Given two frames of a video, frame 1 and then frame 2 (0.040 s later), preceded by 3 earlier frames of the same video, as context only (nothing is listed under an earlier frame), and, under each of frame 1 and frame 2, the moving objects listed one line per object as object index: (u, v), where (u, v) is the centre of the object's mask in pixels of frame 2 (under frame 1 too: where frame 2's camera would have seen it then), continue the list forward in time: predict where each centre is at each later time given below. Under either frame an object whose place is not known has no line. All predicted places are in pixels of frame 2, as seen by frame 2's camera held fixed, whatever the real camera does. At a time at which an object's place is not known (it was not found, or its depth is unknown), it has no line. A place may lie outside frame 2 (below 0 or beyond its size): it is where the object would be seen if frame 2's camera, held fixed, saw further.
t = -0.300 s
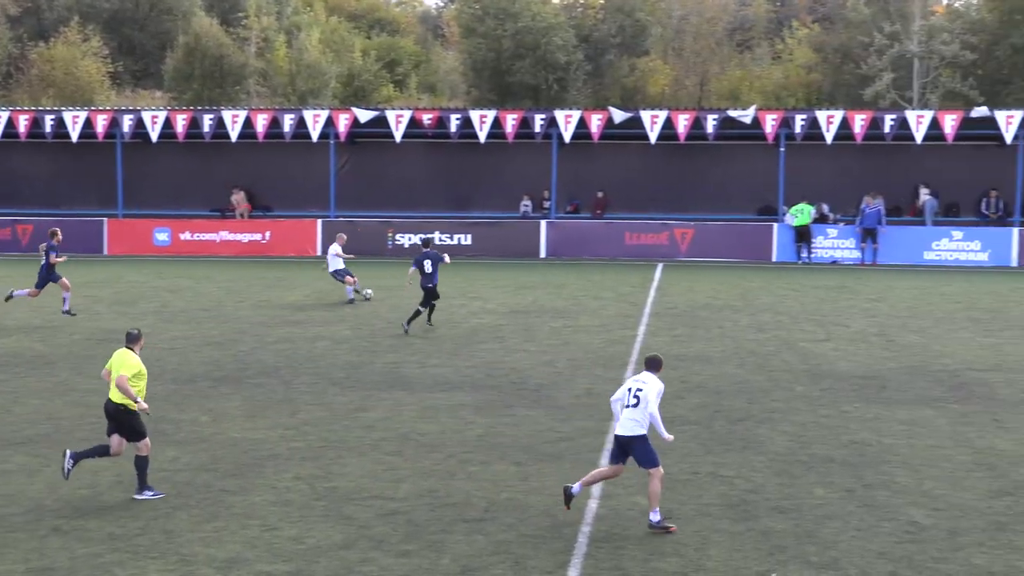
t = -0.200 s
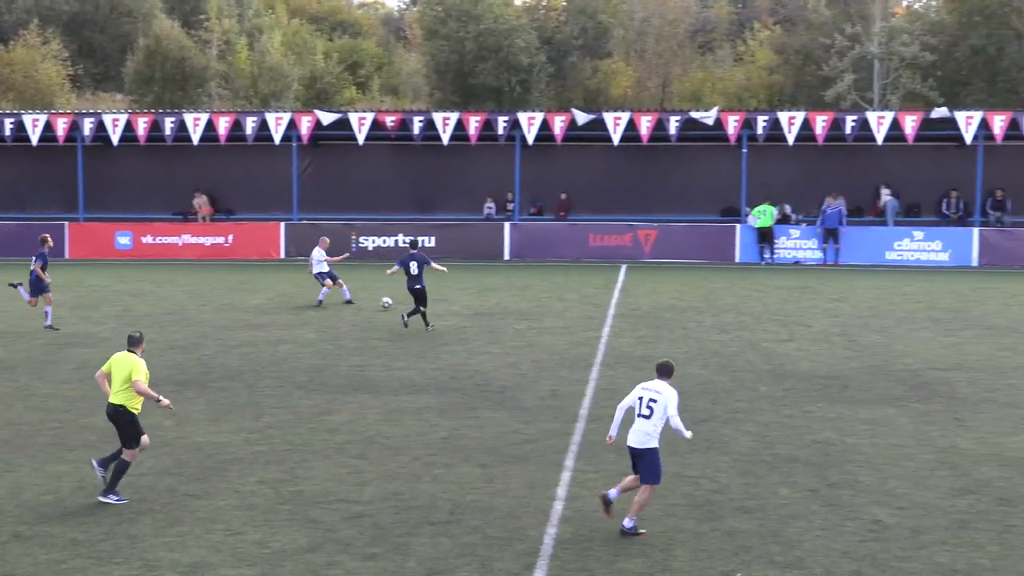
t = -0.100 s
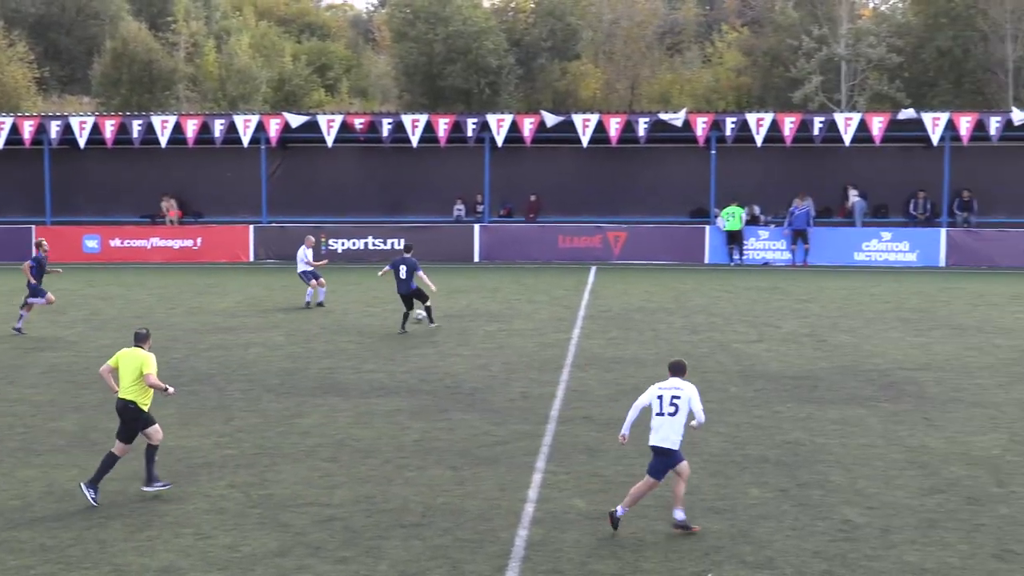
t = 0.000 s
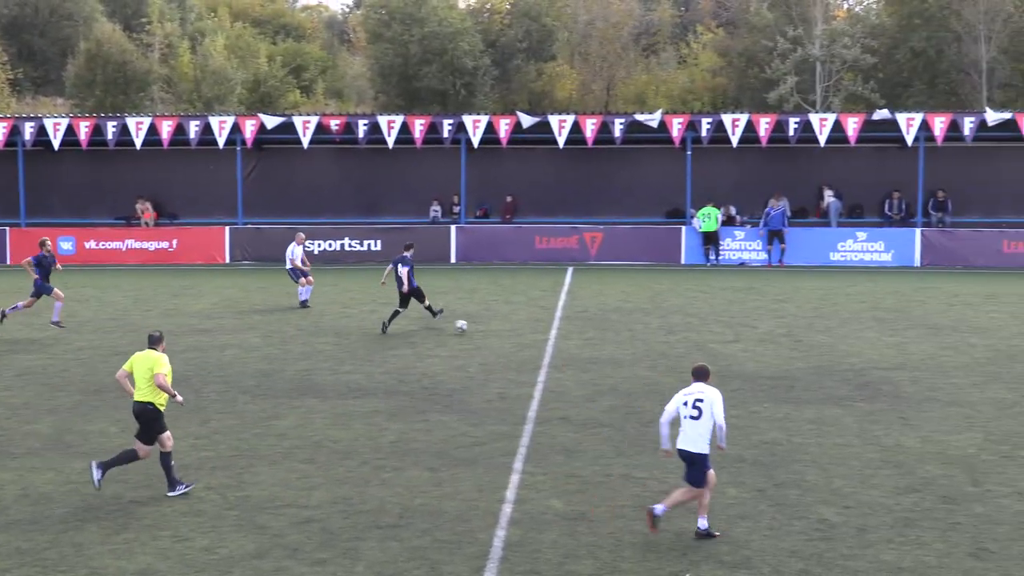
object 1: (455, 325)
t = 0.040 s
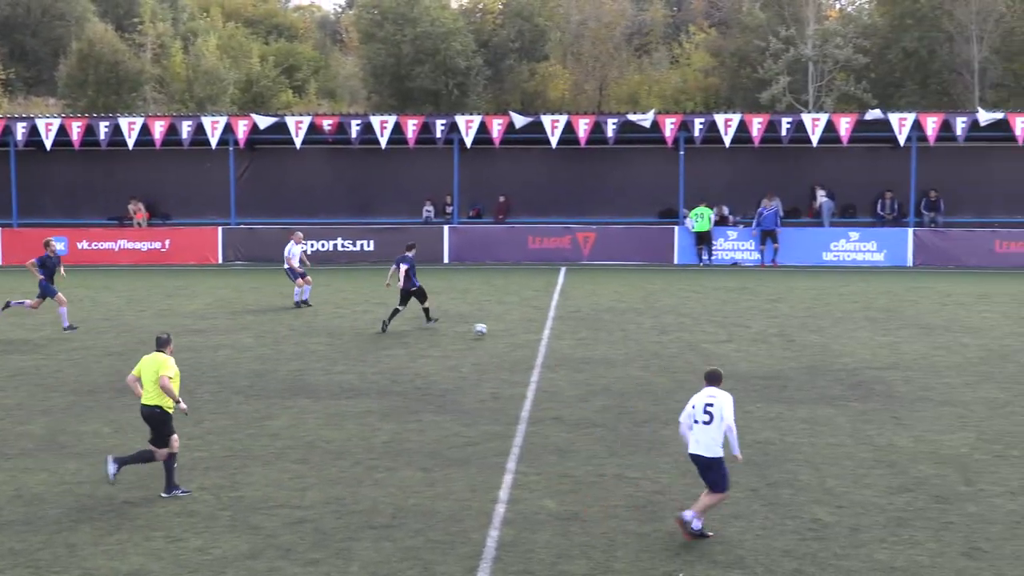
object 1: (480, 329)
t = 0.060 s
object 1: (493, 330)
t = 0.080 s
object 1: (506, 333)
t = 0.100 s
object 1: (519, 336)
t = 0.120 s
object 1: (533, 338)
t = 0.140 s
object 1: (547, 341)
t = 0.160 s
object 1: (559, 345)
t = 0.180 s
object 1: (572, 348)
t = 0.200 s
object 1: (584, 348)
